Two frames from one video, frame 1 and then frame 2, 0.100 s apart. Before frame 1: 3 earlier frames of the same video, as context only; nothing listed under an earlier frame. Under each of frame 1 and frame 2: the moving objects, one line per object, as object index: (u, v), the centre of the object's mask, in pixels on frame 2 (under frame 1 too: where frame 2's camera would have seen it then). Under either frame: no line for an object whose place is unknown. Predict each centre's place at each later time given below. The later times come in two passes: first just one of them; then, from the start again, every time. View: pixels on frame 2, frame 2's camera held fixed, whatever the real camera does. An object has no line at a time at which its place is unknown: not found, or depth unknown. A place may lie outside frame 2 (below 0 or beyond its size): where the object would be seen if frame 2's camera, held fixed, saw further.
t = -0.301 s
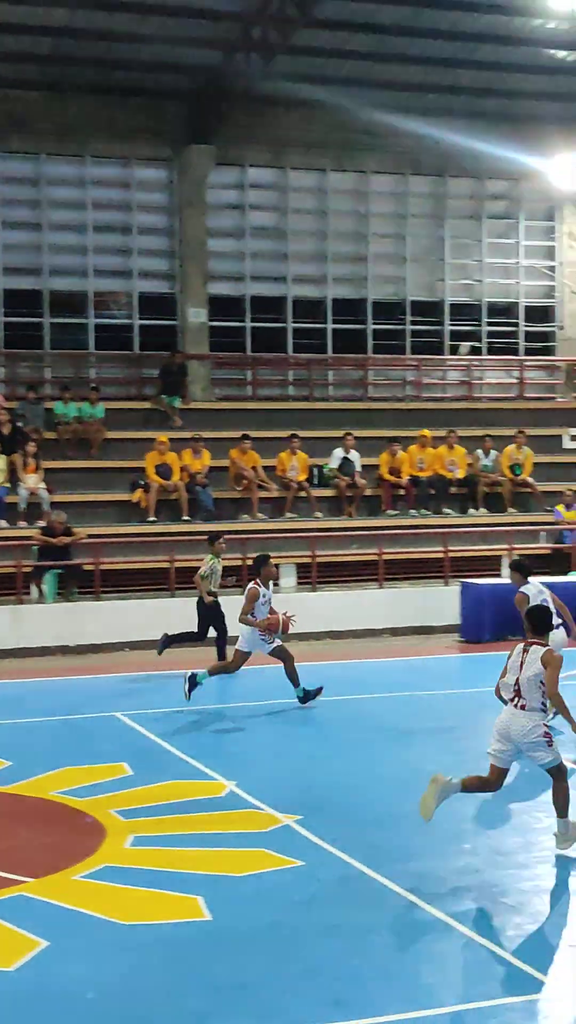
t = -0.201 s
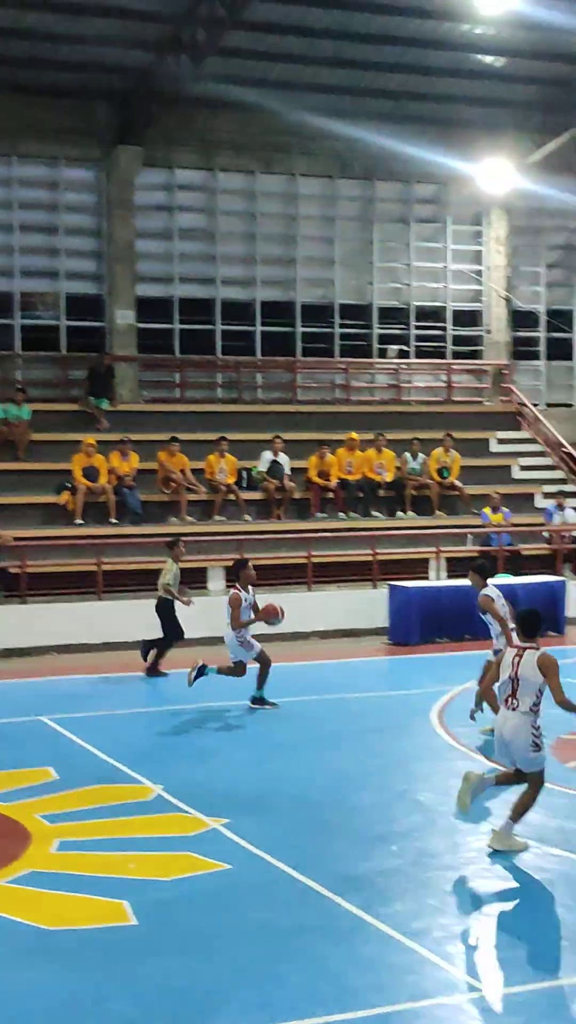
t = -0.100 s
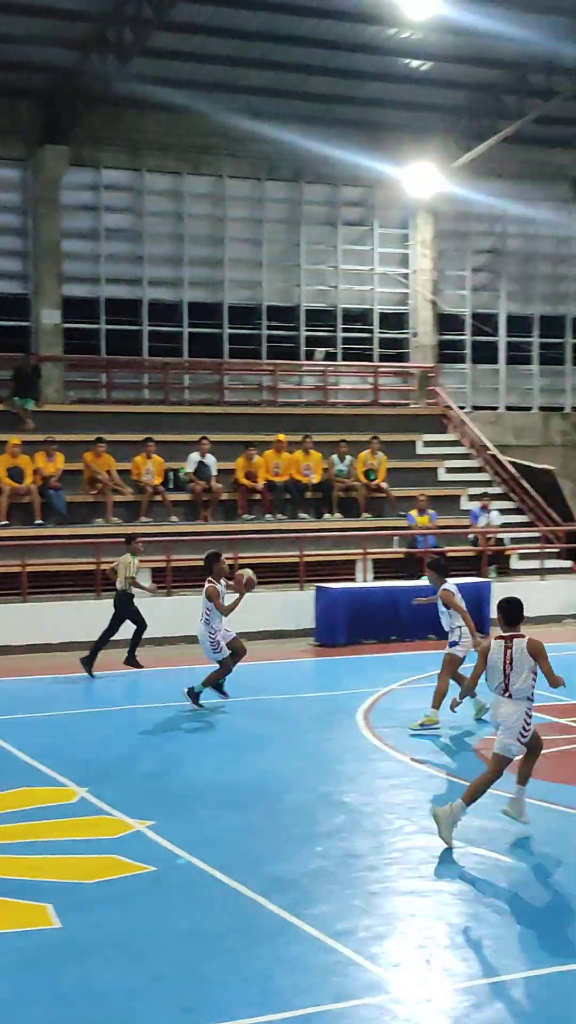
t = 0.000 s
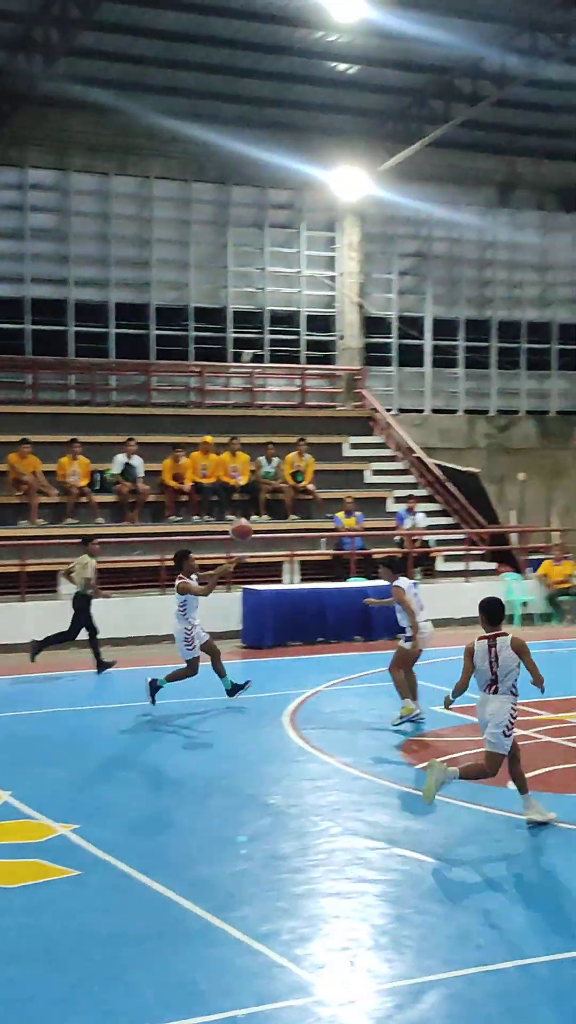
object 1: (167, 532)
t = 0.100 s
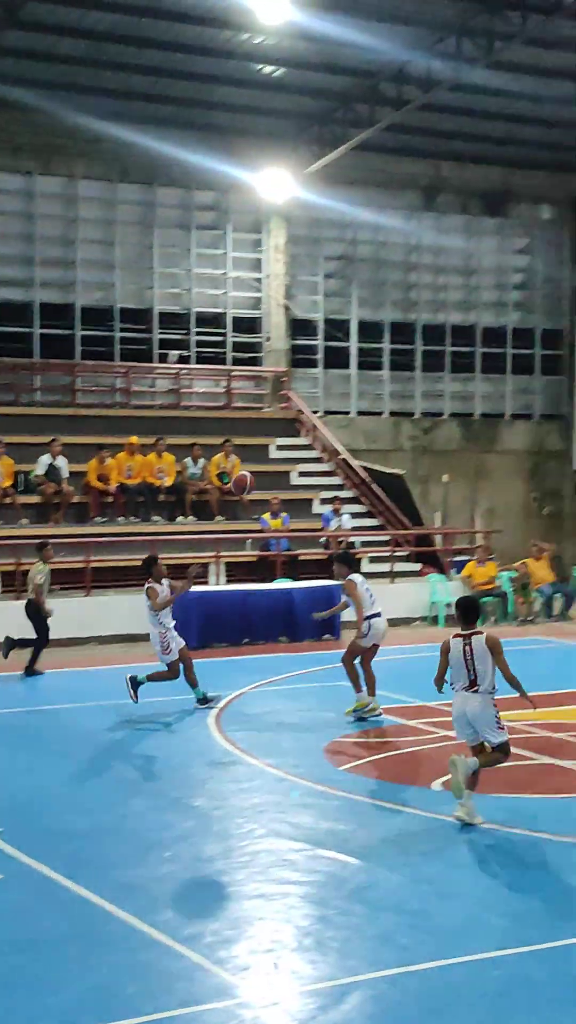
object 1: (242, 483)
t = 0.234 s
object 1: (345, 433)
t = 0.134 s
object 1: (268, 468)
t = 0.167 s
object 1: (293, 456)
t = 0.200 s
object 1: (320, 444)
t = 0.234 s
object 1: (345, 433)
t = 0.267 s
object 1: (371, 422)
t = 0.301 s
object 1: (397, 413)
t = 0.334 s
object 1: (422, 405)
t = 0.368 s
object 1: (449, 398)
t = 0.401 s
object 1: (475, 392)
